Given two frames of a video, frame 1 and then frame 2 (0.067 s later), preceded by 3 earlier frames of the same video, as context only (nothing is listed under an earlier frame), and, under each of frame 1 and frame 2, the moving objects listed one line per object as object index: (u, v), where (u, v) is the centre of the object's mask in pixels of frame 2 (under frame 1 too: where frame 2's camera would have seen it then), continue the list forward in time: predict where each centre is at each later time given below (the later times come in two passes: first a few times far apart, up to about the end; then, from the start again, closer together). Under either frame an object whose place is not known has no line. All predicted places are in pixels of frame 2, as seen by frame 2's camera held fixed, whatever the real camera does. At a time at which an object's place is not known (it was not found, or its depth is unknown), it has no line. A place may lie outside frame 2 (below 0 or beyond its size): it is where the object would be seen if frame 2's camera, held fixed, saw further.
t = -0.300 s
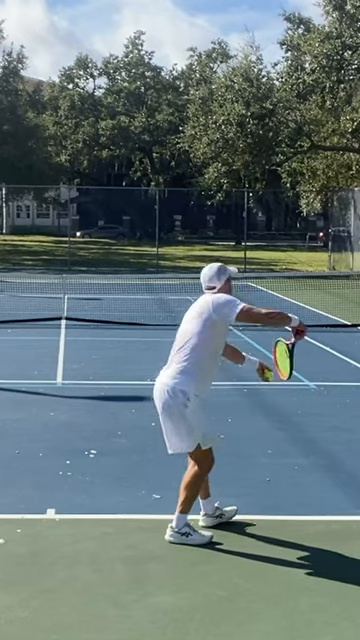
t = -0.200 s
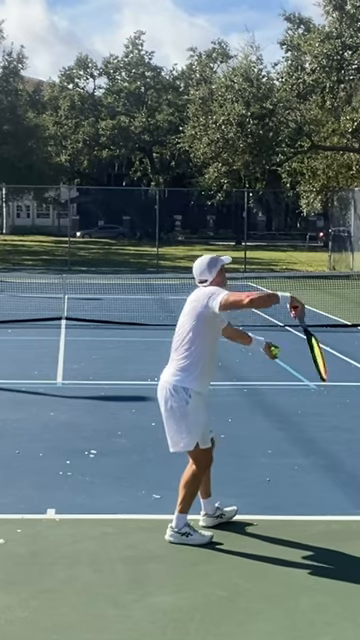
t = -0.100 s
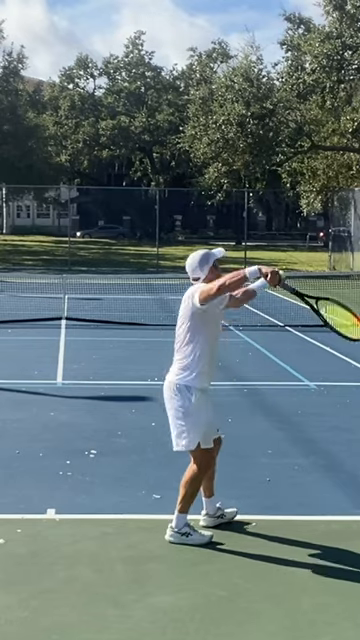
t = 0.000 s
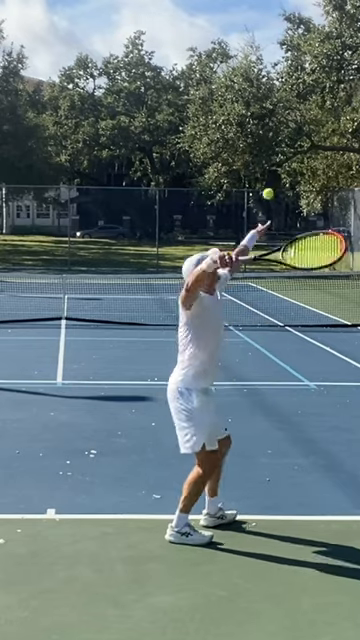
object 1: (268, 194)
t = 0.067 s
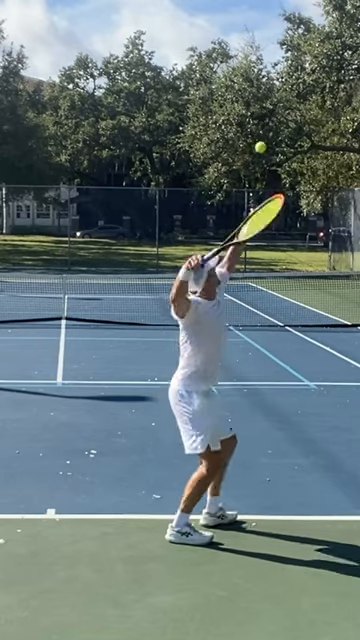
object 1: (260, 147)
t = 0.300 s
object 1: (231, 37)
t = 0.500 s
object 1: (205, 9)
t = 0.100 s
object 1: (256, 126)
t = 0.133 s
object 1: (251, 107)
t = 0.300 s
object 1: (231, 37)
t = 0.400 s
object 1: (218, 15)
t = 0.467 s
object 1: (210, 10)
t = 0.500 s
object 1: (205, 9)
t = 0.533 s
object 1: (201, 10)
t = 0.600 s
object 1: (193, 19)
